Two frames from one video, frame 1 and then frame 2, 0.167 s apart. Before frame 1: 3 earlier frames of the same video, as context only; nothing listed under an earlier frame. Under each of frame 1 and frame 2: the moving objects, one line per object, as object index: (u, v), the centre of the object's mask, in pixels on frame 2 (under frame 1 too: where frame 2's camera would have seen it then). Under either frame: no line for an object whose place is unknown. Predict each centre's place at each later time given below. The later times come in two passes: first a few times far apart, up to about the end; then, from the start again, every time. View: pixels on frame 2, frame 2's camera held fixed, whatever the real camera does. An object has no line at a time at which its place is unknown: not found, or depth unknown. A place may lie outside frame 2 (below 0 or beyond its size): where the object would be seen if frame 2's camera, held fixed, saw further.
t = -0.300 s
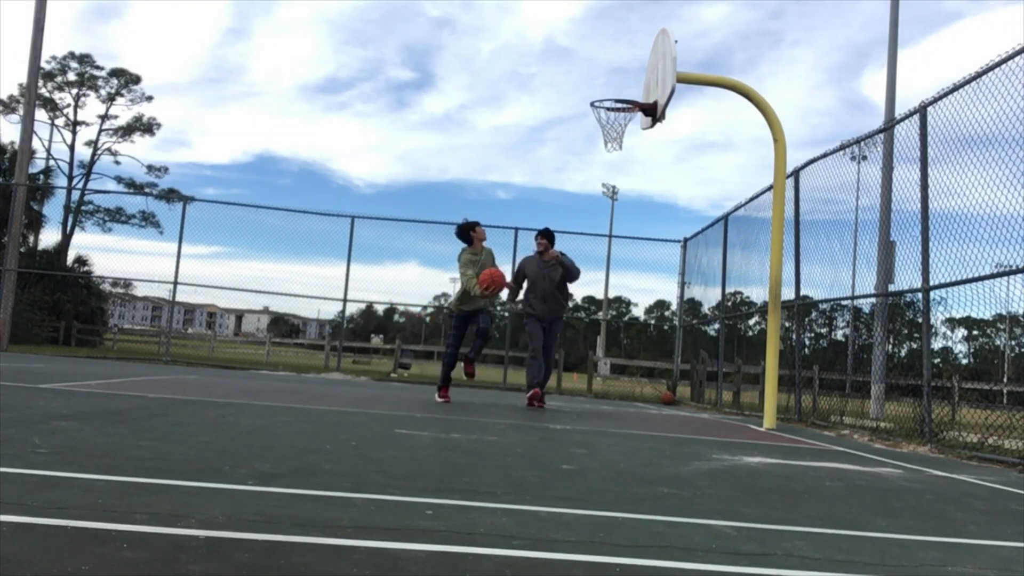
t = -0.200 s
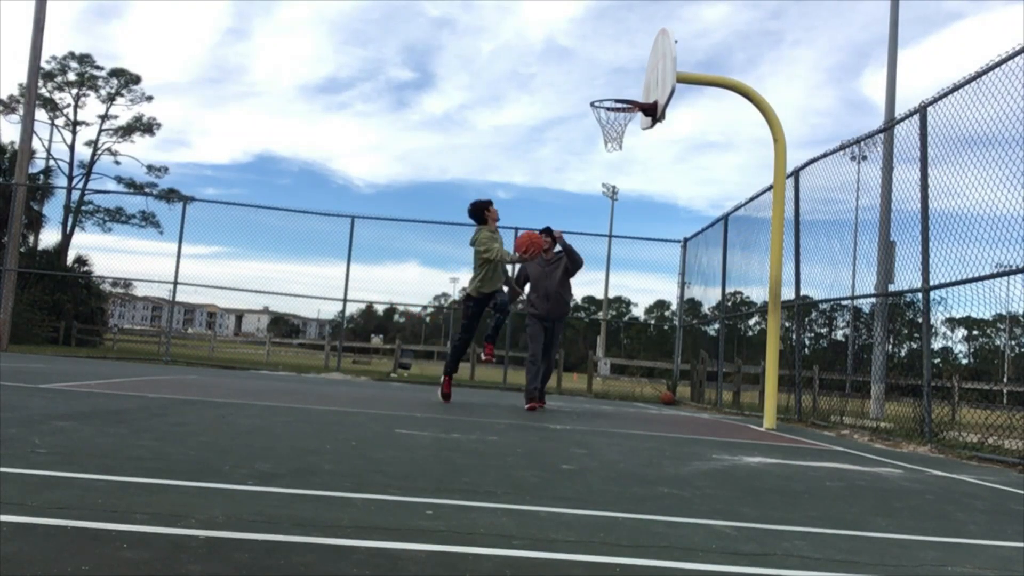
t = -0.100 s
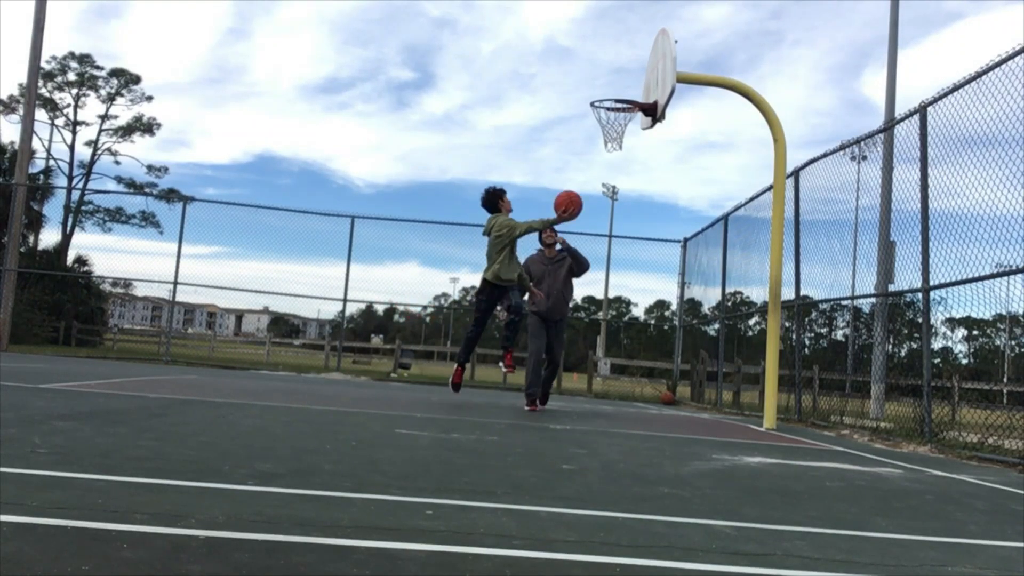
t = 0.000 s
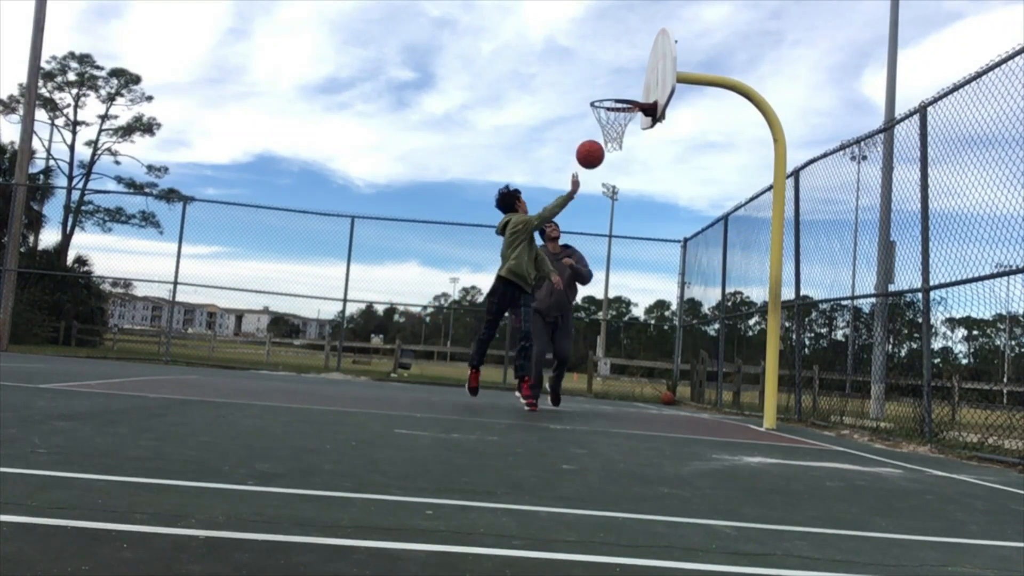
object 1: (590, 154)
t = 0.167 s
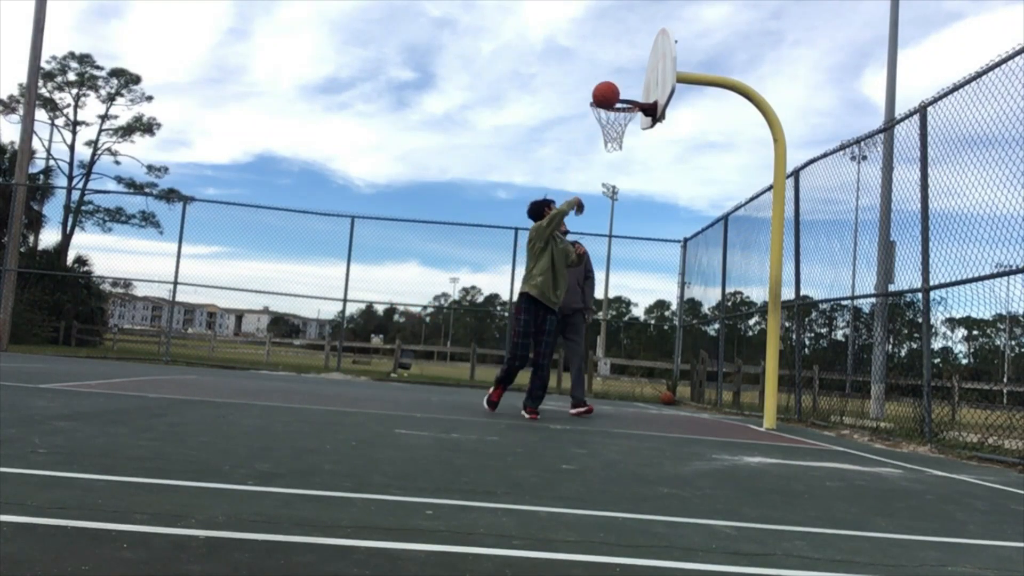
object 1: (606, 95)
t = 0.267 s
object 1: (613, 77)
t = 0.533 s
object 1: (629, 80)
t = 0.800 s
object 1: (631, 91)
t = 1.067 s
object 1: (612, 100)
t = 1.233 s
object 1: (602, 114)
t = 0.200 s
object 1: (608, 88)
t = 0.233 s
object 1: (611, 81)
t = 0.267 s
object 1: (613, 77)
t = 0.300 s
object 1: (616, 73)
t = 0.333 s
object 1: (618, 71)
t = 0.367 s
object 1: (620, 70)
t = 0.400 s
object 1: (622, 70)
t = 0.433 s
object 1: (624, 71)
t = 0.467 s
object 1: (625, 73)
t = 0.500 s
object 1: (627, 76)
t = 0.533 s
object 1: (629, 80)
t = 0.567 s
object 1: (630, 85)
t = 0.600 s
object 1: (632, 91)
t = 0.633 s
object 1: (632, 90)
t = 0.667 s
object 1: (632, 89)
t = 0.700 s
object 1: (632, 90)
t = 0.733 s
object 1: (633, 91)
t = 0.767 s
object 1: (633, 92)
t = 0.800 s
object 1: (631, 91)
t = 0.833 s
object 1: (629, 91)
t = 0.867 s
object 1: (627, 92)
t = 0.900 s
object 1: (625, 93)
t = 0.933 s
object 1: (623, 94)
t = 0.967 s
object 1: (620, 93)
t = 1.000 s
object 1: (618, 93)
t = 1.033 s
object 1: (615, 94)
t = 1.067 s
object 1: (612, 100)
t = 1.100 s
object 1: (608, 101)
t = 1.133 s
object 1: (606, 104)
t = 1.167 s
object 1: (604, 107)
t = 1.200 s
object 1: (602, 111)
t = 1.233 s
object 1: (602, 114)
